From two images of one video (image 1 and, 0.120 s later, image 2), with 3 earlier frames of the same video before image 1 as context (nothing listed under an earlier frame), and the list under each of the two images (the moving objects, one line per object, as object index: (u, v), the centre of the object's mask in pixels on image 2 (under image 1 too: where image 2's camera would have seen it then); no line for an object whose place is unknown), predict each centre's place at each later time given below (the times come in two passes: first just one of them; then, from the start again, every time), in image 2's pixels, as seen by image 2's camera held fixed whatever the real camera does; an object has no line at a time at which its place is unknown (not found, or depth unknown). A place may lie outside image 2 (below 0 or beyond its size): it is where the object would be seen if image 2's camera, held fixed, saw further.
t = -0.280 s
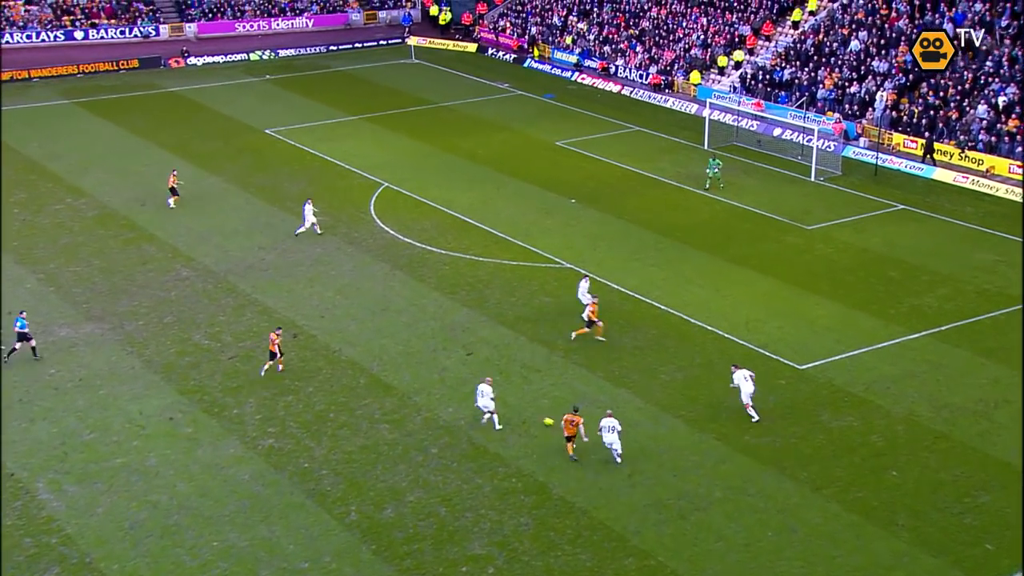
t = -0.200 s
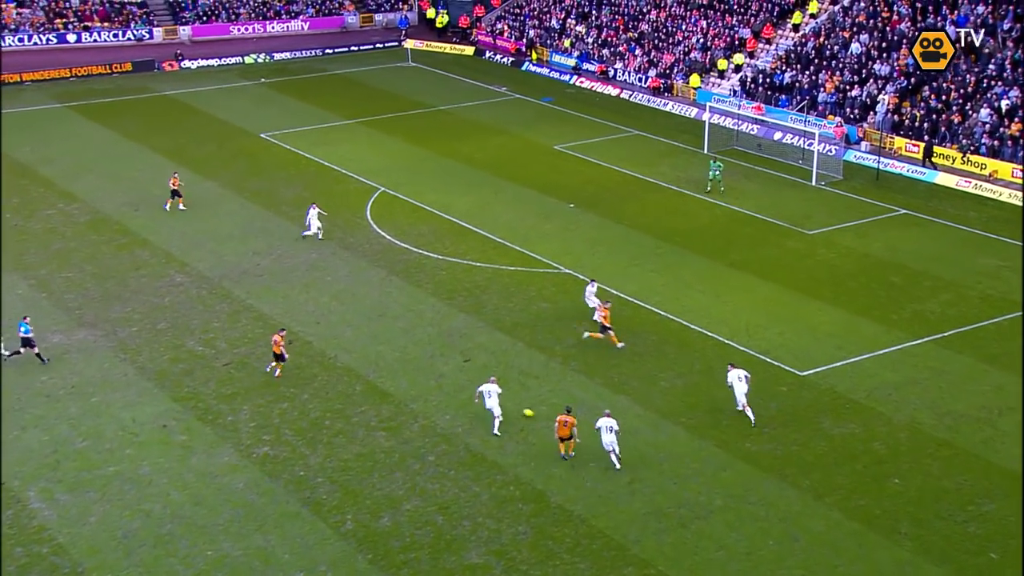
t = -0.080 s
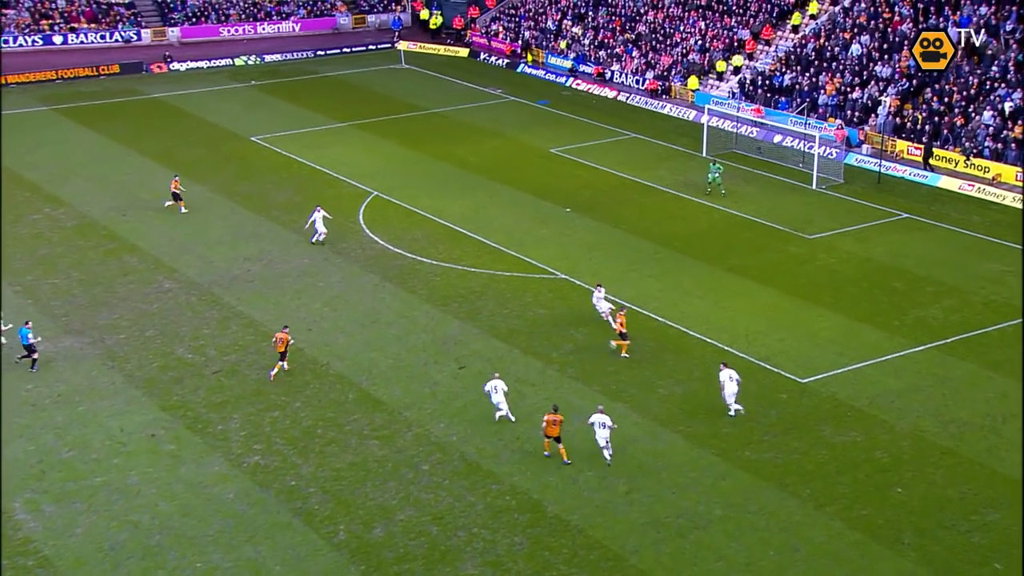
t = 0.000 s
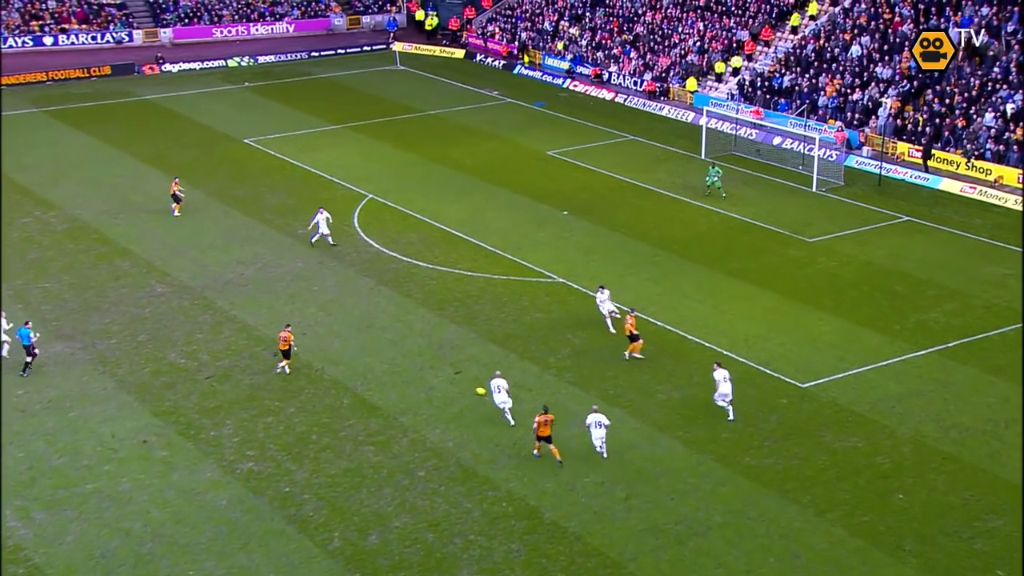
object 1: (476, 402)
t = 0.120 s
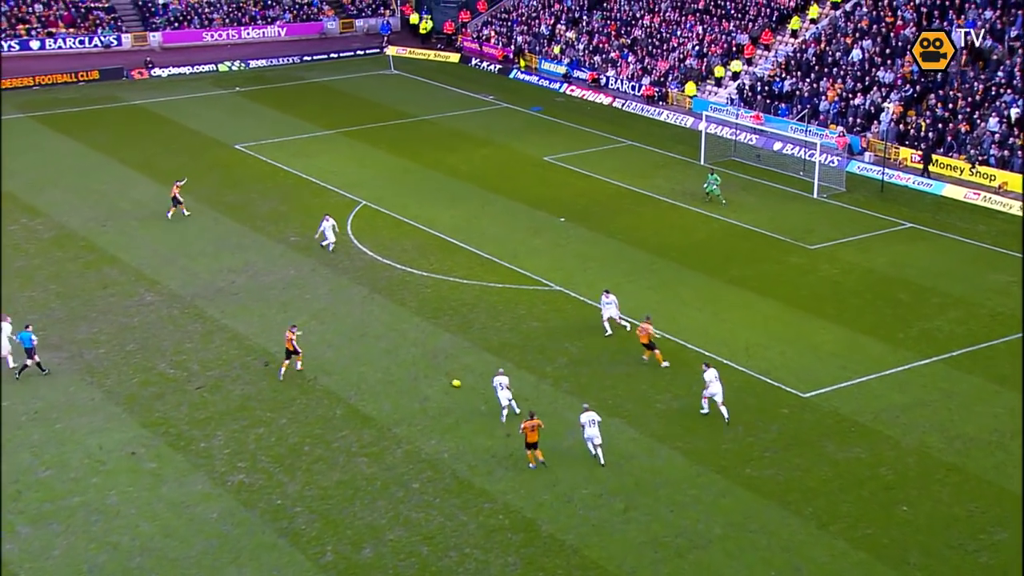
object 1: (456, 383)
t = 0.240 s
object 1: (438, 367)
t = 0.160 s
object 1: (450, 377)
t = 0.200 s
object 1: (444, 372)
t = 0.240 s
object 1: (438, 367)
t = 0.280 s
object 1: (433, 363)
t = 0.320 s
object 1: (428, 359)
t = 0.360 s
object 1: (423, 356)
